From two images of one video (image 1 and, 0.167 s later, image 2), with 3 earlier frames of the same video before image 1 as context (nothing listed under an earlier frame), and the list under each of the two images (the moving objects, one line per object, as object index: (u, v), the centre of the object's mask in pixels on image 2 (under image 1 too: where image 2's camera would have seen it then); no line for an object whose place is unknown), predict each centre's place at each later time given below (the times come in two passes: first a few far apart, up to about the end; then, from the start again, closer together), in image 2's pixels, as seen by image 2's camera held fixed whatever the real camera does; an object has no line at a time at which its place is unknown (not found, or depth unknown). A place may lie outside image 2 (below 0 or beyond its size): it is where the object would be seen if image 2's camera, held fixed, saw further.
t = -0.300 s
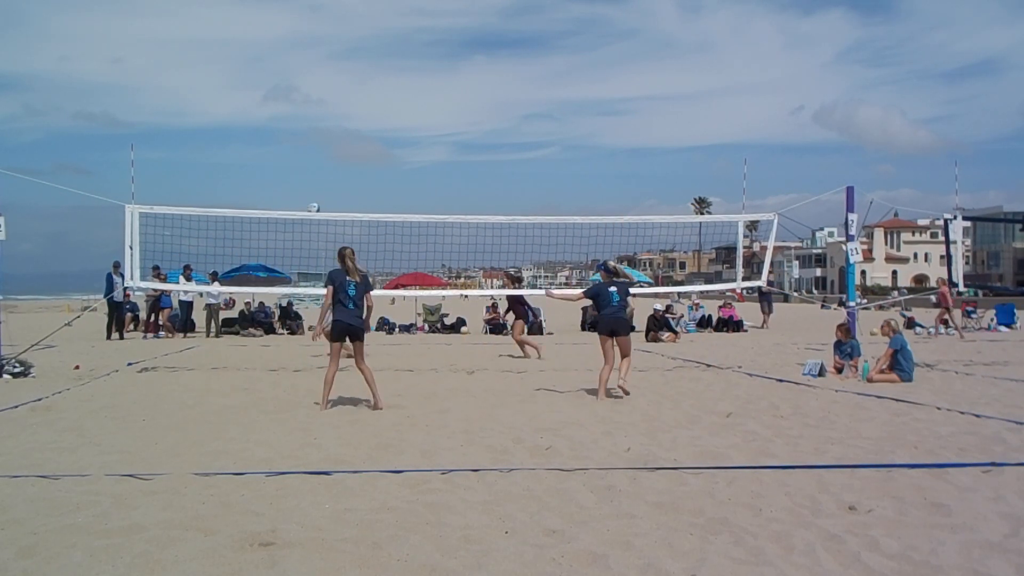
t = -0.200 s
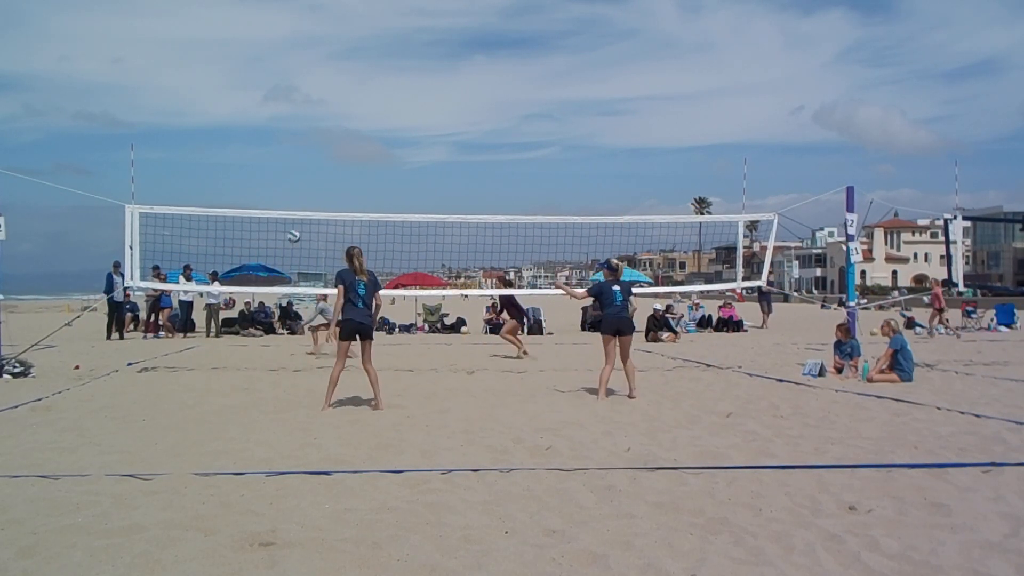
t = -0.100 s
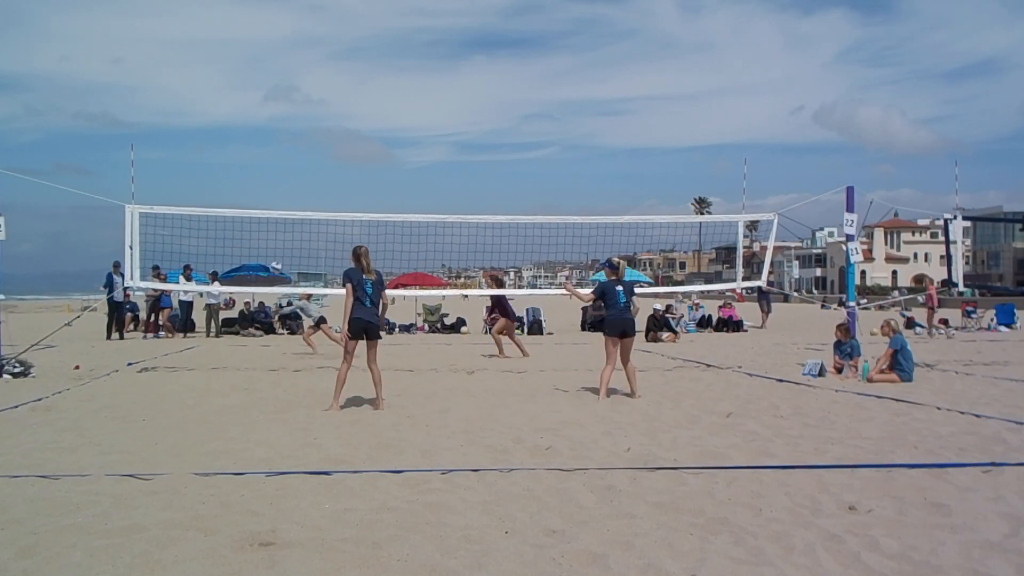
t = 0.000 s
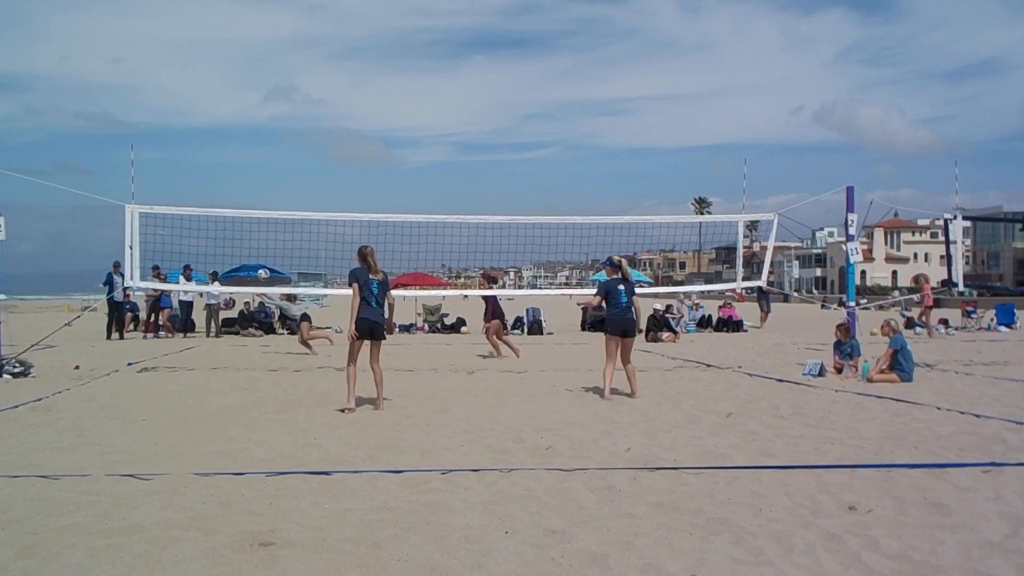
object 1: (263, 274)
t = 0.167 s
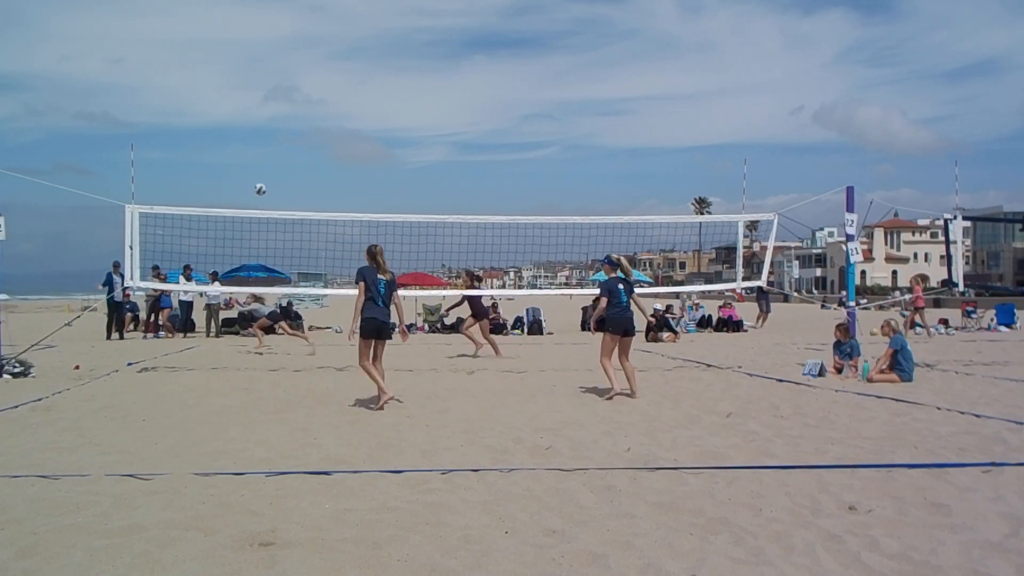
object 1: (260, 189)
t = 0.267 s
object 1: (259, 145)
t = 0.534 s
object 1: (259, 57)
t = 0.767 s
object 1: (263, 14)
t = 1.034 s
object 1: (272, 4)
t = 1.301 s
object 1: (282, 30)
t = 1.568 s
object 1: (295, 97)
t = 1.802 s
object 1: (309, 184)
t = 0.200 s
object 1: (260, 174)
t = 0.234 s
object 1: (259, 160)
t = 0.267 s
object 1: (259, 145)
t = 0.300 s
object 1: (259, 132)
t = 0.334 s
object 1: (258, 120)
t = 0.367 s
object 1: (258, 107)
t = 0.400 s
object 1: (258, 96)
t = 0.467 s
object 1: (258, 75)
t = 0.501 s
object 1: (259, 66)
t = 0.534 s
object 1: (259, 57)
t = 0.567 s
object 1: (259, 50)
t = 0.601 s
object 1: (260, 42)
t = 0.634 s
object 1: (260, 35)
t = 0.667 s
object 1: (261, 28)
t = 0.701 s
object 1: (262, 23)
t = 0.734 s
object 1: (262, 18)
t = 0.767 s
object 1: (263, 14)
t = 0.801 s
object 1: (264, 10)
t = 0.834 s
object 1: (265, 7)
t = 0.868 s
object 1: (266, 5)
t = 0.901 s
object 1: (267, 4)
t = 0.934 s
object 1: (268, 3)
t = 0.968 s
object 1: (269, 3)
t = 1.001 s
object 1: (270, 3)
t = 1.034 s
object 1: (272, 4)
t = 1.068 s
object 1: (273, 4)
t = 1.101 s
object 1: (274, 6)
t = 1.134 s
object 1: (275, 7)
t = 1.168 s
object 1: (276, 11)
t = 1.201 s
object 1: (278, 15)
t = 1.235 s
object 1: (279, 19)
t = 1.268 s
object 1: (281, 24)
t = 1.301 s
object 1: (282, 30)
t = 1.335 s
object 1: (284, 36)
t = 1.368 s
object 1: (285, 43)
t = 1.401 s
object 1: (287, 51)
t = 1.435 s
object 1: (289, 59)
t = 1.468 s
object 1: (291, 67)
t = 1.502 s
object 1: (292, 77)
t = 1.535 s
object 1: (294, 87)
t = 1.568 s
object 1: (295, 97)
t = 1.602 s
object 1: (297, 108)
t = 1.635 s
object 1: (299, 120)
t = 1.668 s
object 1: (301, 131)
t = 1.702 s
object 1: (303, 144)
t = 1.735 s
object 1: (305, 157)
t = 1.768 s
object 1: (307, 171)
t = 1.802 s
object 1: (309, 184)
